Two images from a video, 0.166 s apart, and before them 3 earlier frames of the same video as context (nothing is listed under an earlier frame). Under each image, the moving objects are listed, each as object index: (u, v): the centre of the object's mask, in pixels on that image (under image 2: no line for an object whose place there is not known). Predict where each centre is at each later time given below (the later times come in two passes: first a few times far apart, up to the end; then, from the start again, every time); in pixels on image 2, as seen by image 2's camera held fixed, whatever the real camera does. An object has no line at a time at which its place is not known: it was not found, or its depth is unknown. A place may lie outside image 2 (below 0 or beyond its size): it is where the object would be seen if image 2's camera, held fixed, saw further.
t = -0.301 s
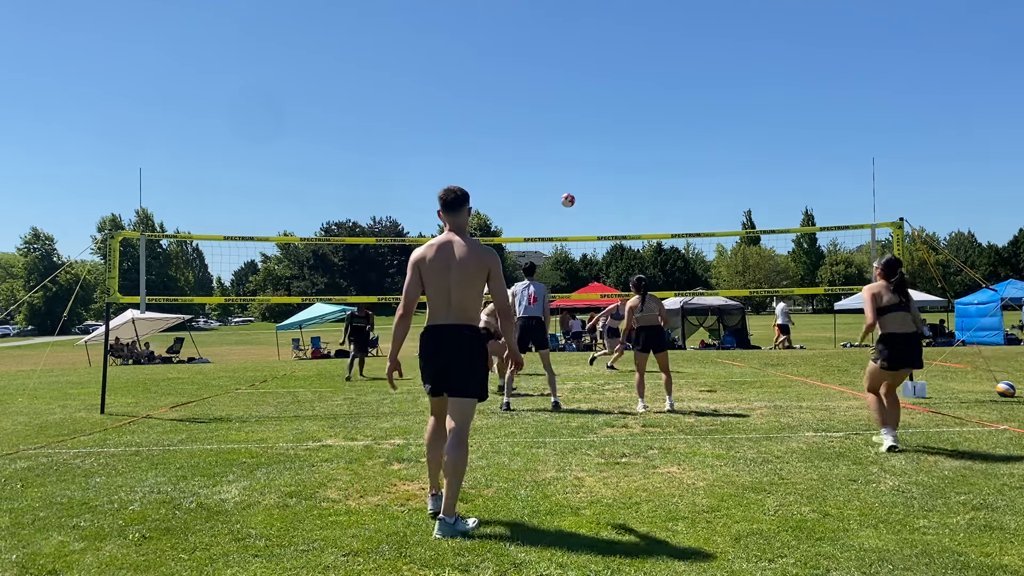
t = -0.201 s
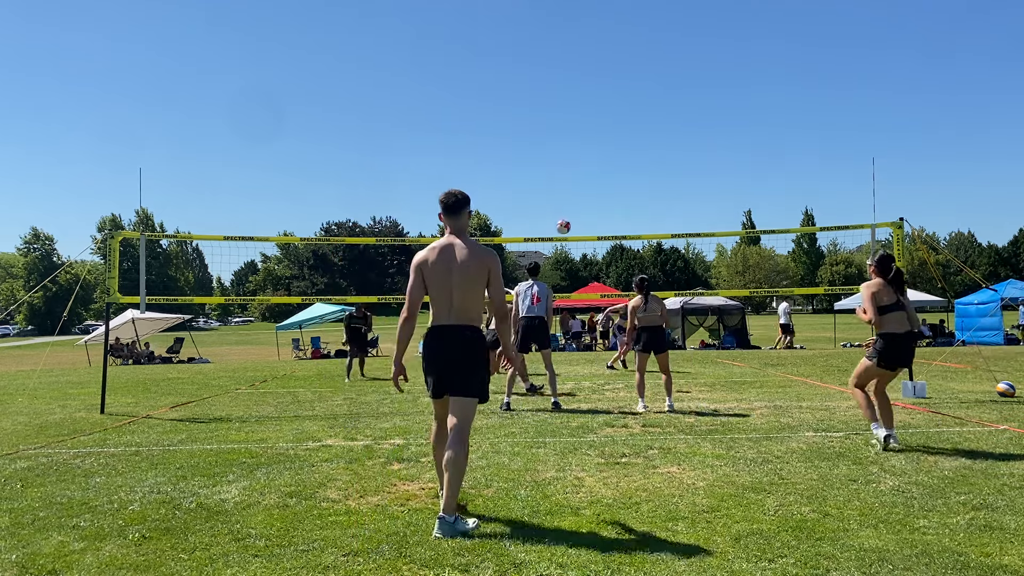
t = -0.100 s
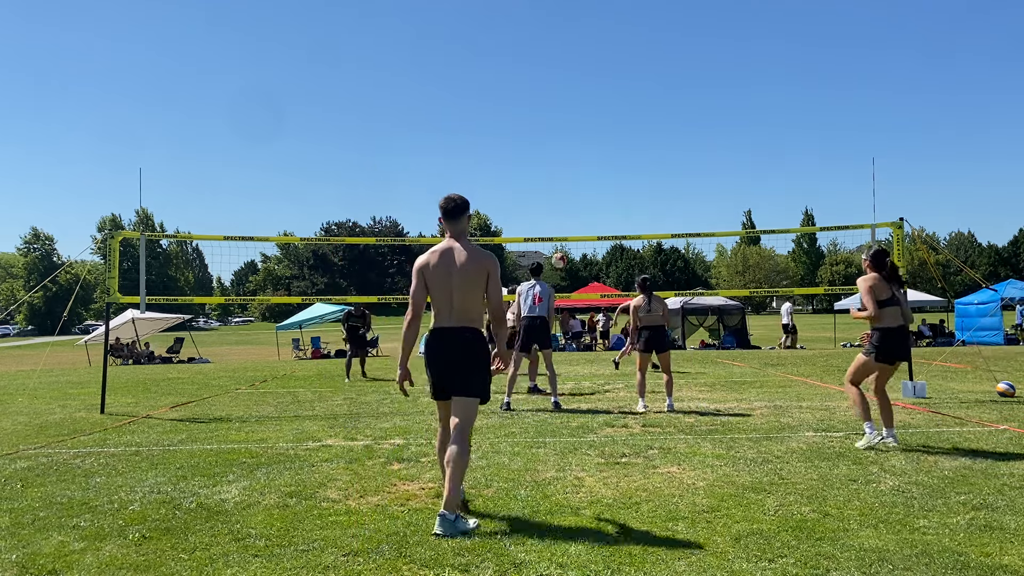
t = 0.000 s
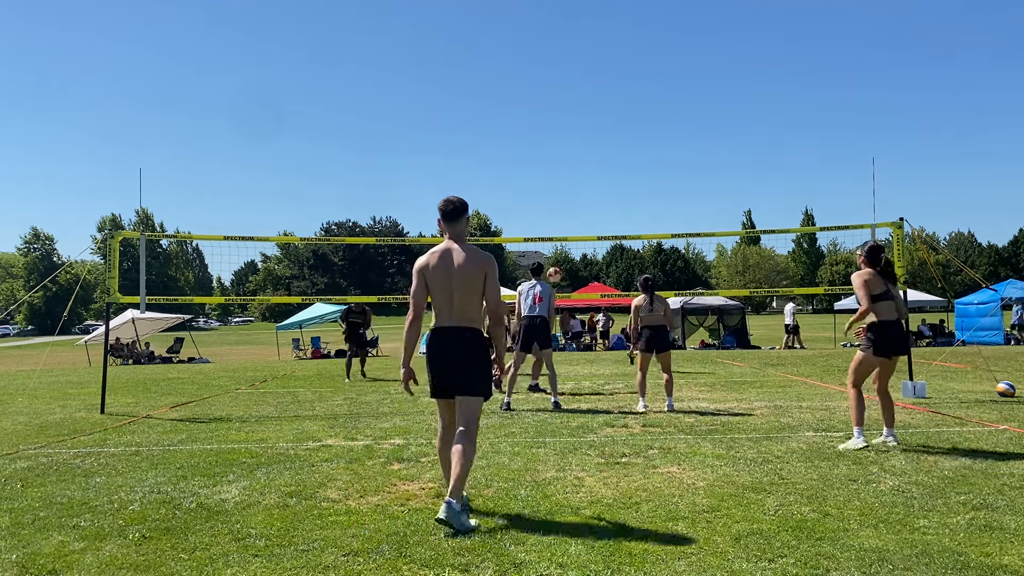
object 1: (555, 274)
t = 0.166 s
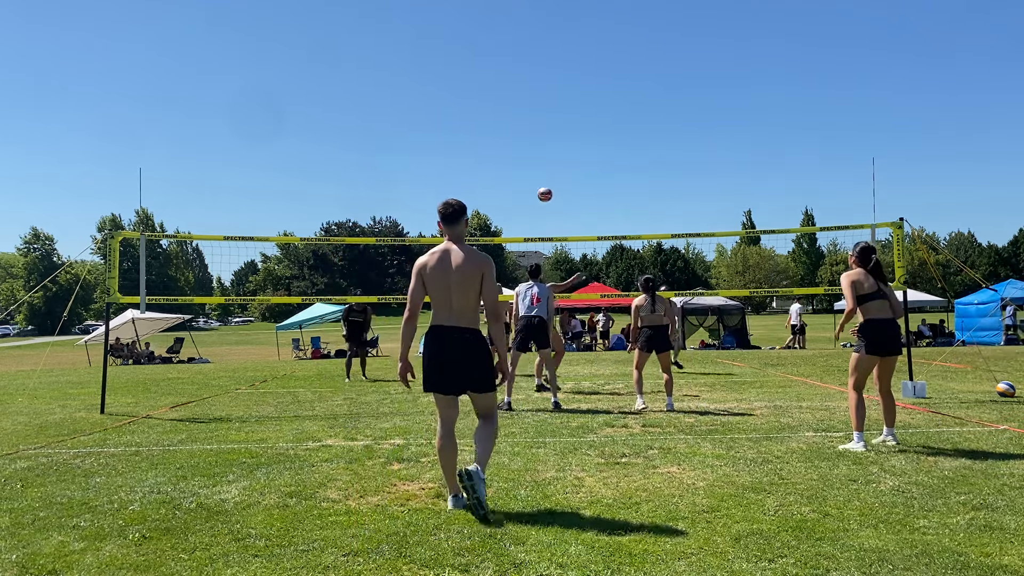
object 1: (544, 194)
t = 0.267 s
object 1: (539, 156)
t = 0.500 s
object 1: (526, 94)
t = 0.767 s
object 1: (511, 70)
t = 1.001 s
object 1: (498, 87)
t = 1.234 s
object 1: (487, 136)
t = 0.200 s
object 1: (543, 181)
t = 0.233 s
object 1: (541, 168)
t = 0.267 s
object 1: (539, 156)
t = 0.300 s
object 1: (537, 145)
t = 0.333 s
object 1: (535, 134)
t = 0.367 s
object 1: (533, 125)
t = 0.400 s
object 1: (531, 116)
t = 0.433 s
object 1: (530, 108)
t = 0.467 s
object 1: (528, 101)
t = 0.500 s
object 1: (526, 94)
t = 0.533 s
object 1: (524, 89)
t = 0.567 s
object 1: (522, 84)
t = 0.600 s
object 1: (520, 80)
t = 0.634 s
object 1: (518, 76)
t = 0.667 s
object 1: (516, 74)
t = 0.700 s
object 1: (514, 72)
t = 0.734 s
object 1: (513, 71)
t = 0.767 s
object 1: (511, 70)
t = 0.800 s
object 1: (509, 71)
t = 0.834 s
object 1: (507, 71)
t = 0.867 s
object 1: (505, 73)
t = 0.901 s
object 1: (504, 75)
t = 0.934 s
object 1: (501, 78)
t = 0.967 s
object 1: (500, 82)
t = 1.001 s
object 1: (498, 87)
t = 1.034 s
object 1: (497, 92)
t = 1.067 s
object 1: (495, 98)
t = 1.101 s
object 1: (494, 104)
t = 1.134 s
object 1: (492, 111)
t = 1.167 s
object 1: (490, 119)
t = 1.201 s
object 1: (489, 127)
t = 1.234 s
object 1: (487, 136)
